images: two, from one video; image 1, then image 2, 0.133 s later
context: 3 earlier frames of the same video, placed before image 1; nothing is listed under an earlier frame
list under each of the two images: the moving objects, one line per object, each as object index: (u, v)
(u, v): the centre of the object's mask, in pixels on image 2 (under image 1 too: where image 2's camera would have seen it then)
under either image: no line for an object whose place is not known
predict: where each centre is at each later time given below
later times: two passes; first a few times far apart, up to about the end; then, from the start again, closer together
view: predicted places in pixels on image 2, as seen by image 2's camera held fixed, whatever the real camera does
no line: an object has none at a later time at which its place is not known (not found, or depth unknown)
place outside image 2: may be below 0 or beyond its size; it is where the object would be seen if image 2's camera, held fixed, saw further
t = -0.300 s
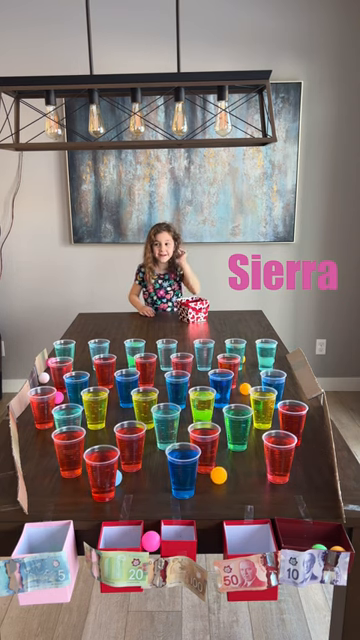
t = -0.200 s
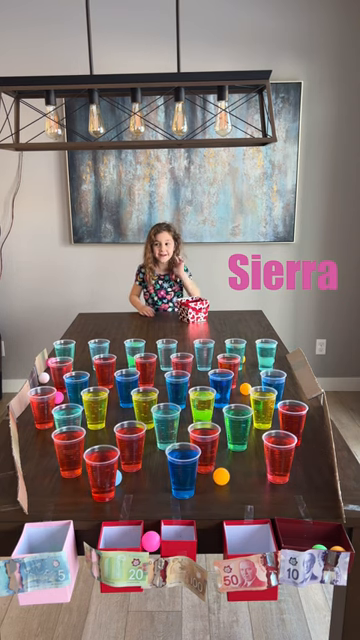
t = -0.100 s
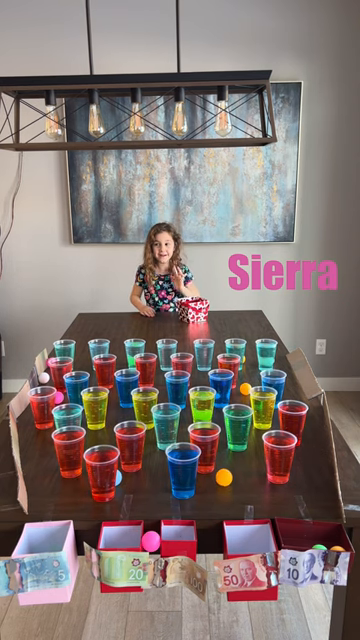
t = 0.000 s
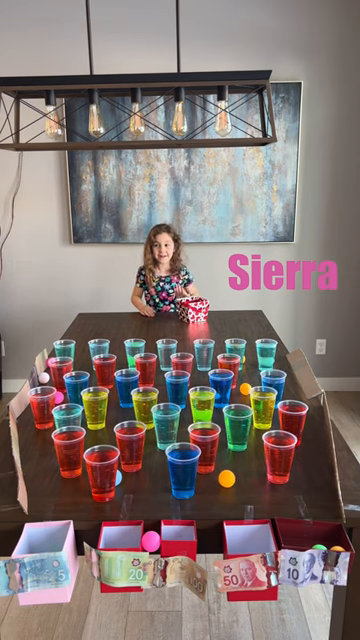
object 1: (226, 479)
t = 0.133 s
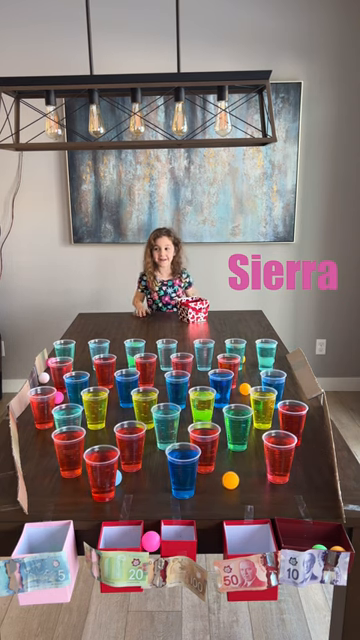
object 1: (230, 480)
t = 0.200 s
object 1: (233, 481)
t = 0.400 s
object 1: (242, 486)
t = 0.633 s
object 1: (254, 493)
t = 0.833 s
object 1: (265, 501)
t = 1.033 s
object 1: (278, 507)
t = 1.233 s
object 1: (291, 507)
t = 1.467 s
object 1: (306, 512)
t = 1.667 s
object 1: (311, 538)
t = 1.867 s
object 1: (323, 540)
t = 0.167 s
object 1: (232, 481)
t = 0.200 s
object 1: (233, 481)
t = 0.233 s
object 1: (234, 482)
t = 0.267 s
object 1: (236, 483)
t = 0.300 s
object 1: (237, 483)
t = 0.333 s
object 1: (239, 485)
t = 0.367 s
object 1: (241, 485)
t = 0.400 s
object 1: (242, 486)
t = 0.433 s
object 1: (244, 487)
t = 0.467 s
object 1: (246, 488)
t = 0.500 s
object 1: (248, 489)
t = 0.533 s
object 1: (250, 490)
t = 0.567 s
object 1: (251, 491)
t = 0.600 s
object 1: (253, 492)
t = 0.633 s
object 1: (254, 493)
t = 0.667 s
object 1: (257, 495)
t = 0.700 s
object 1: (258, 496)
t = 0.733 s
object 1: (259, 497)
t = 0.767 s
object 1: (261, 498)
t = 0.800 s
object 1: (263, 499)
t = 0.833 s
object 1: (265, 501)
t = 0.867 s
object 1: (267, 502)
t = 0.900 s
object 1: (268, 503)
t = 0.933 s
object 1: (270, 504)
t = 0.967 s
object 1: (272, 505)
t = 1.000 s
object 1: (275, 507)
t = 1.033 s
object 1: (278, 507)
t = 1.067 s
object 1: (280, 507)
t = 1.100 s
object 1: (282, 507)
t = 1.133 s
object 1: (284, 507)
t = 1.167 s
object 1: (287, 507)
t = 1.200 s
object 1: (289, 507)
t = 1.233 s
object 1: (291, 507)
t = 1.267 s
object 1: (293, 508)
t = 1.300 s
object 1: (295, 508)
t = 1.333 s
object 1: (298, 509)
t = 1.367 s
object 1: (300, 509)
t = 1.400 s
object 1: (302, 510)
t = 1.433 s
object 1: (304, 511)
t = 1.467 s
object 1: (306, 512)
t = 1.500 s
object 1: (308, 516)
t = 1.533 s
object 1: (310, 521)
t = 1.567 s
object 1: (311, 531)
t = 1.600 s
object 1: (310, 538)
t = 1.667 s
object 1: (311, 538)
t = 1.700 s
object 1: (312, 538)
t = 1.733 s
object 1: (313, 538)
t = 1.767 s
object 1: (314, 538)
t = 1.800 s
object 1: (316, 538)
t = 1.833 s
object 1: (320, 539)
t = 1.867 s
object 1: (323, 540)
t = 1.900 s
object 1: (325, 540)
